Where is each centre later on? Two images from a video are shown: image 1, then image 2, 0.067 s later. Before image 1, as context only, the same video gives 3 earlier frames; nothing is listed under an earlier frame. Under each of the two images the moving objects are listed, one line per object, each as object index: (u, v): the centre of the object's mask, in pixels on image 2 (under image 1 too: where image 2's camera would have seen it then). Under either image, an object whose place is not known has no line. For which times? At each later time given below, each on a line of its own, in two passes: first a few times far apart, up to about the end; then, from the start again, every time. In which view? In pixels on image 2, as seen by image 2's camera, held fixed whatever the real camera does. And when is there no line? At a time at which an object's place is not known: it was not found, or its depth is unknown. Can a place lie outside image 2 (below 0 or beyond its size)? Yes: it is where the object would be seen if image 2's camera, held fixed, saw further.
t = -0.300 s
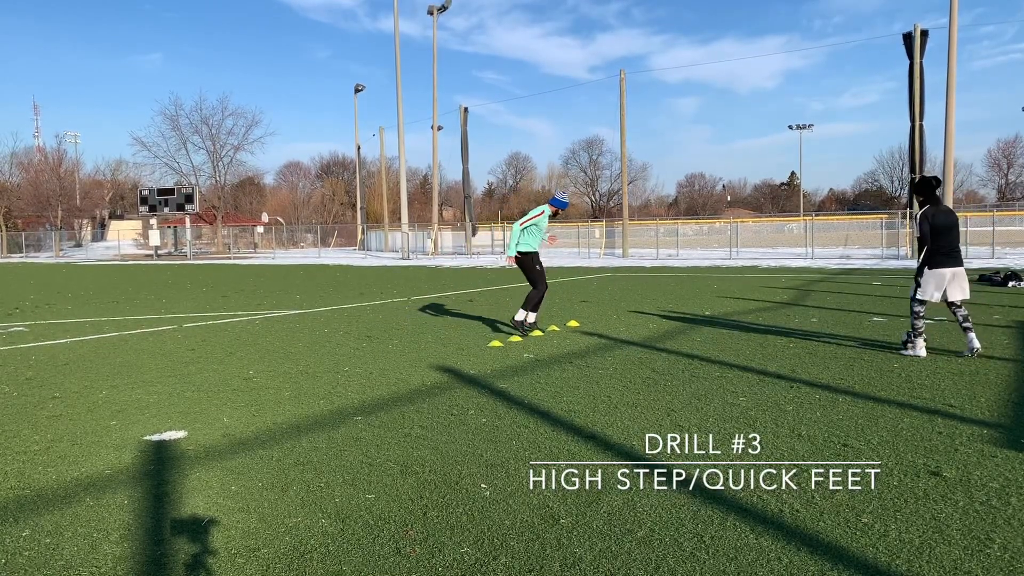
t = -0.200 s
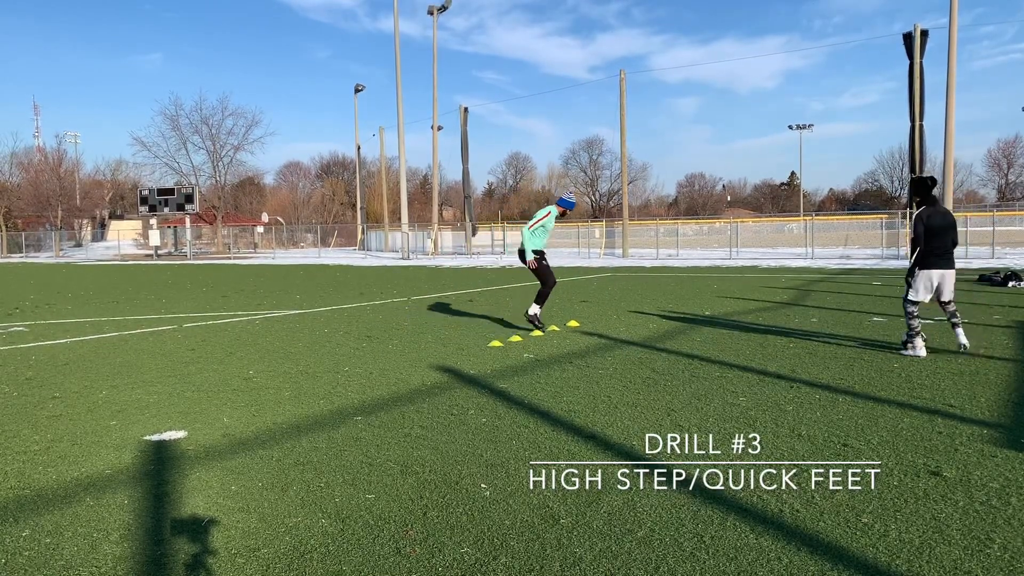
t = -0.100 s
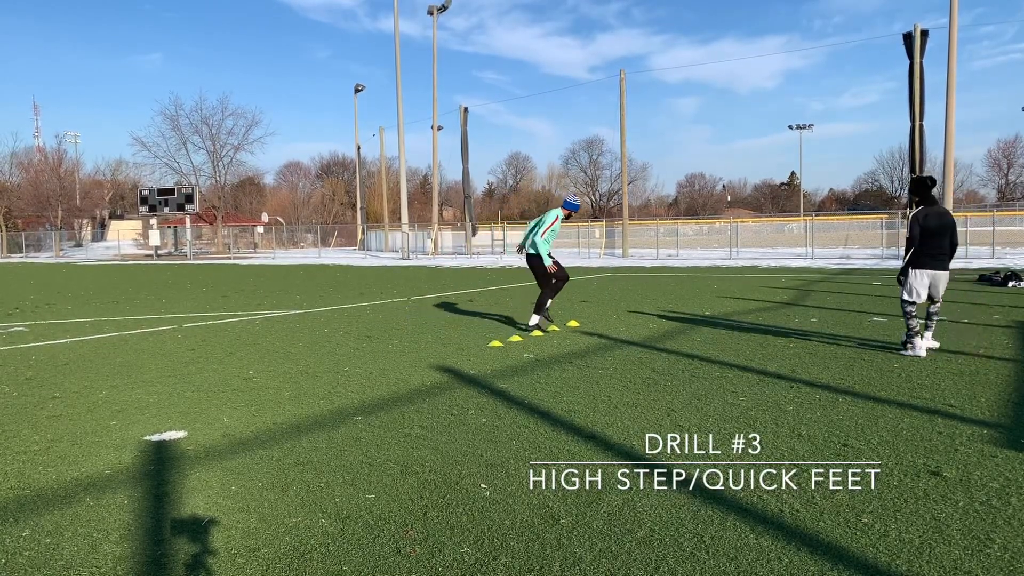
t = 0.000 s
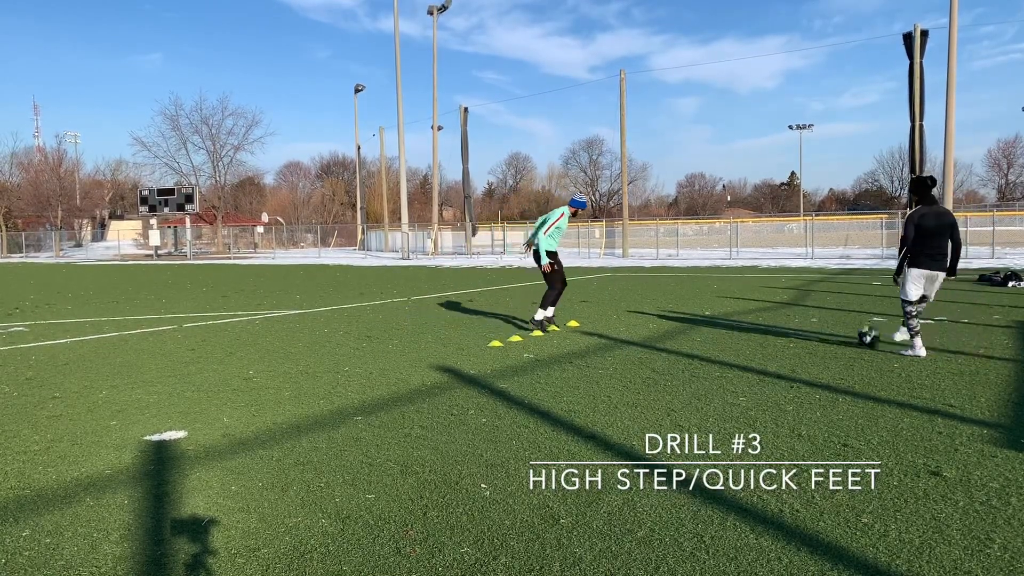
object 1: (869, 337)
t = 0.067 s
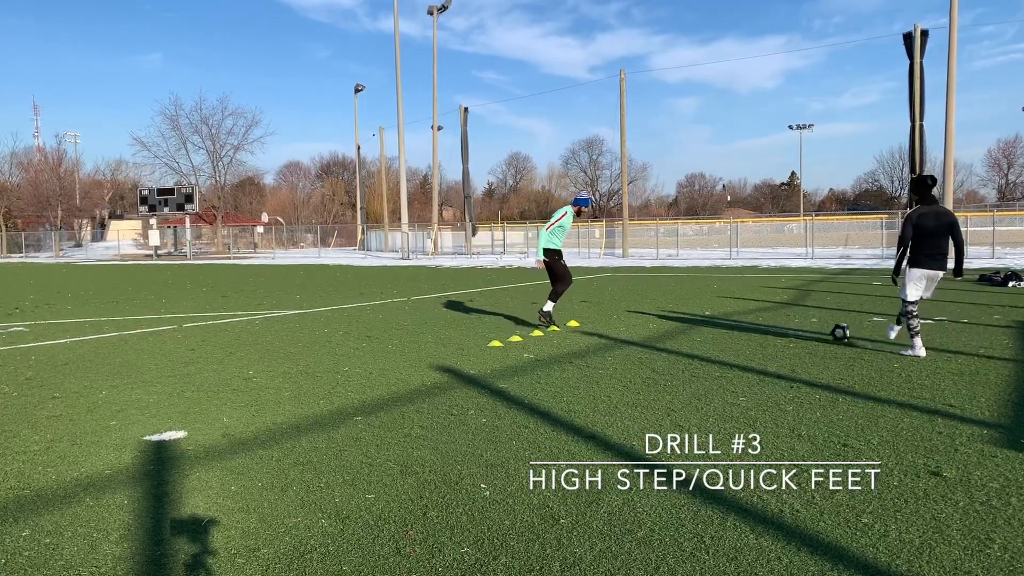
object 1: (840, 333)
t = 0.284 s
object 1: (775, 325)
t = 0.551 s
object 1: (718, 320)
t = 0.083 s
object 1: (834, 333)
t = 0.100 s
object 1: (829, 332)
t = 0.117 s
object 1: (821, 330)
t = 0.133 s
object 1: (817, 330)
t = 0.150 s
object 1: (811, 330)
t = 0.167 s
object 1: (807, 329)
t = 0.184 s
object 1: (801, 329)
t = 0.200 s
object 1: (796, 328)
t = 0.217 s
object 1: (792, 328)
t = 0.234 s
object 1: (786, 328)
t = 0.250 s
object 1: (782, 327)
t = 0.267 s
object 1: (779, 326)
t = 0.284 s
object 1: (775, 325)
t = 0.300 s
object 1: (770, 325)
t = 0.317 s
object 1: (767, 324)
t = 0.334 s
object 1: (763, 324)
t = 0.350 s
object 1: (759, 324)
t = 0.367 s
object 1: (755, 324)
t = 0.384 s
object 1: (752, 324)
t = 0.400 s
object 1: (749, 324)
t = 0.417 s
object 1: (745, 323)
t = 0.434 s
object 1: (742, 323)
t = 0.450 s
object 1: (738, 322)
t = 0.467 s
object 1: (735, 322)
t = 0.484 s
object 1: (732, 322)
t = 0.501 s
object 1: (727, 321)
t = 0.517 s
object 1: (725, 321)
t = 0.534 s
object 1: (722, 321)
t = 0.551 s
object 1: (718, 320)
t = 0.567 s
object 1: (716, 320)
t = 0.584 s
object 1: (712, 320)
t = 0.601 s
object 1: (708, 318)
